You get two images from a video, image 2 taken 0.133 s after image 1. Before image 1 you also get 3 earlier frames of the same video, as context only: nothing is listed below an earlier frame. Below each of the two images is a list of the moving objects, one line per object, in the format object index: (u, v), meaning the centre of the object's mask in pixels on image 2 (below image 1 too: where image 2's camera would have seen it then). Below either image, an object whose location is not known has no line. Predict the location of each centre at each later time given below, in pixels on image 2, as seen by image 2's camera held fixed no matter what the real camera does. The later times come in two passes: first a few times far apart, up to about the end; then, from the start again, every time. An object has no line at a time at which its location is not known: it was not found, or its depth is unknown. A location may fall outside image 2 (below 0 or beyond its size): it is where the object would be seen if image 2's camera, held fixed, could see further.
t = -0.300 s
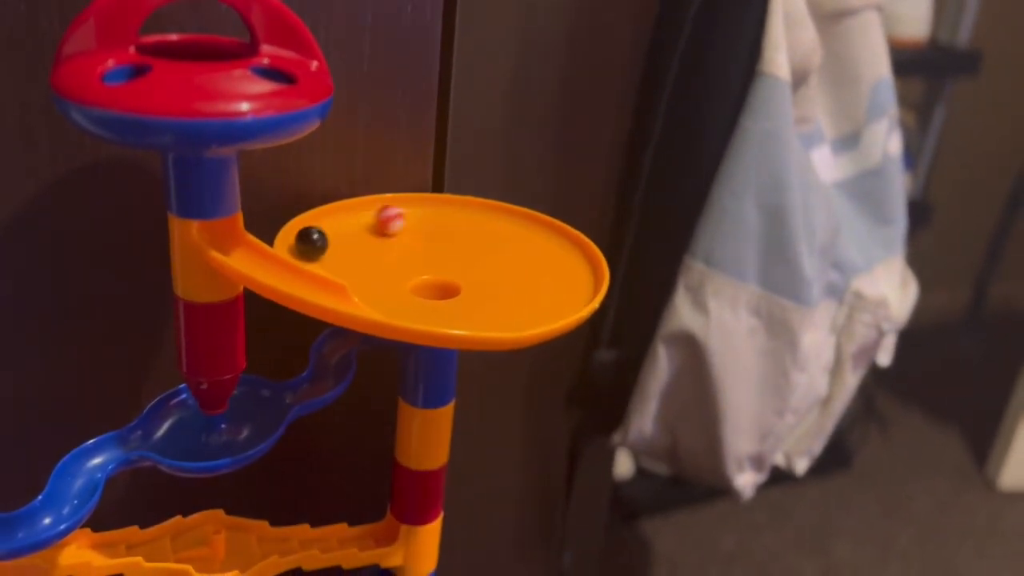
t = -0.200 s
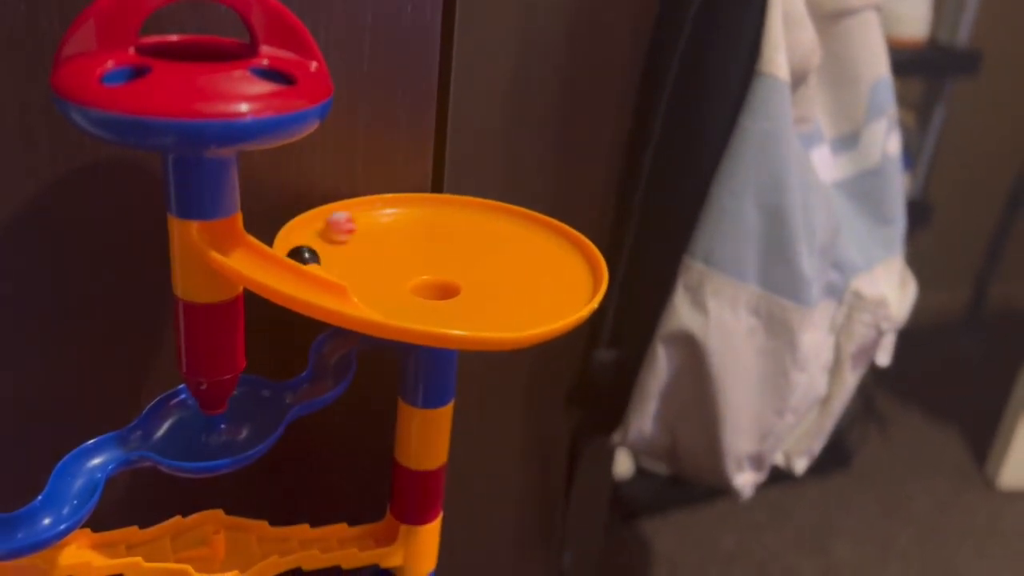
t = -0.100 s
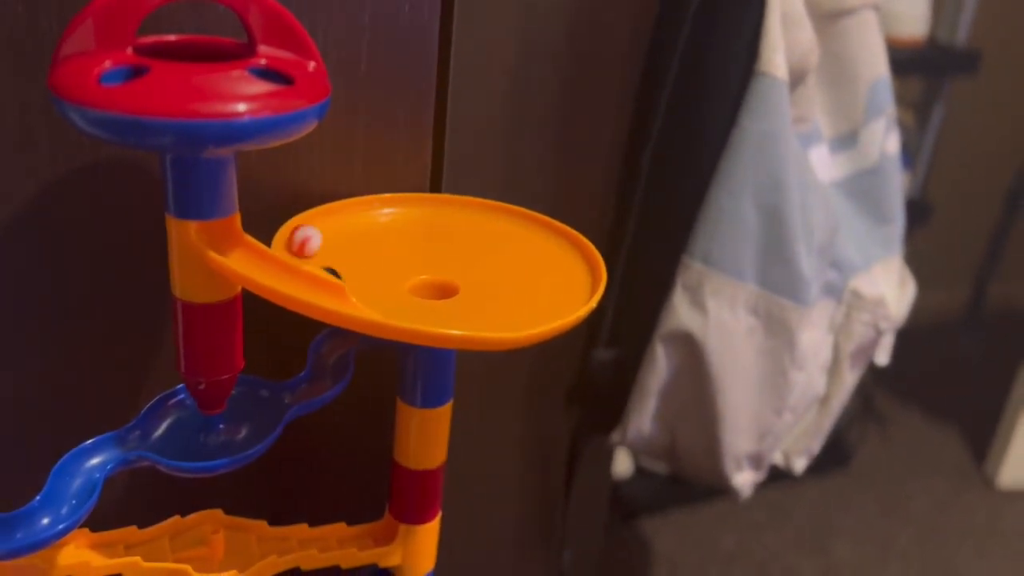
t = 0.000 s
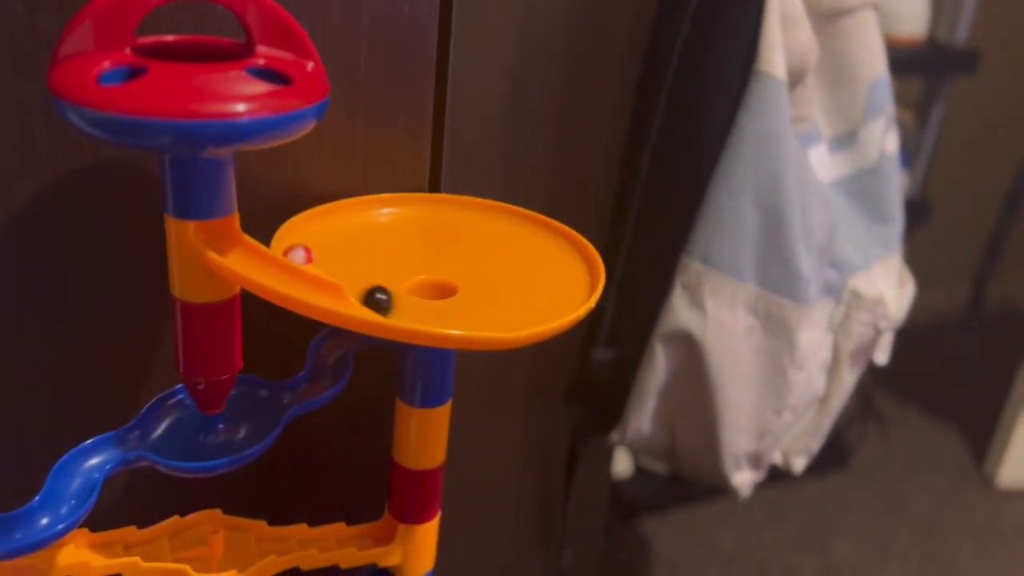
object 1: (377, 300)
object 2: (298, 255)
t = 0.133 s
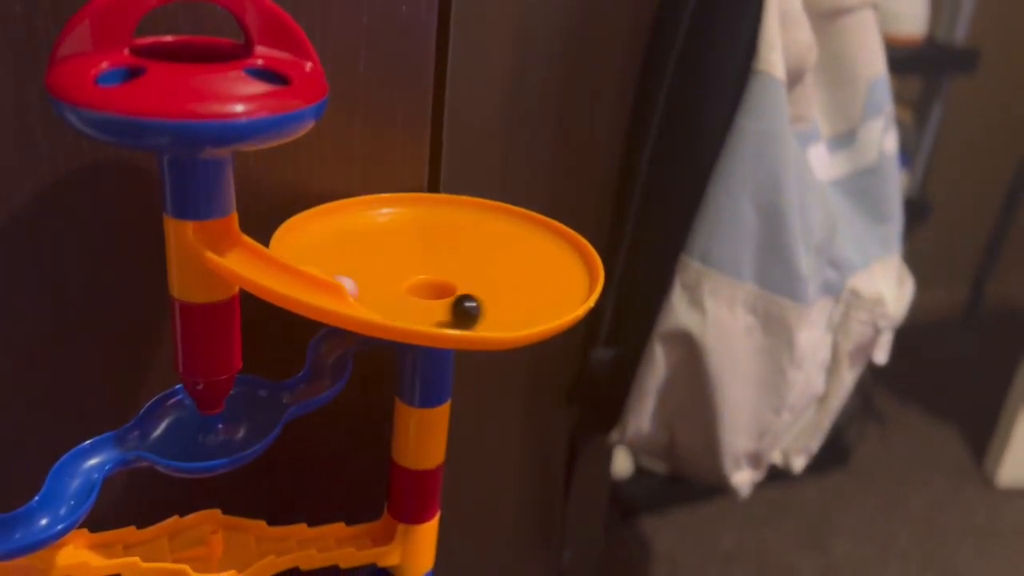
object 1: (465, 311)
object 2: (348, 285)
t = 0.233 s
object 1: (521, 304)
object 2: (405, 308)
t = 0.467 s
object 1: (544, 263)
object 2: (537, 300)
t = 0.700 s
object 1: (449, 237)
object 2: (529, 257)
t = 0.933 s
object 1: (329, 243)
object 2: (416, 235)
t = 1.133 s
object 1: (305, 258)
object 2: (322, 241)
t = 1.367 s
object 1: (409, 302)
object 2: (321, 266)
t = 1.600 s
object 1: (532, 283)
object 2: (448, 303)
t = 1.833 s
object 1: (531, 252)
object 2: (546, 277)
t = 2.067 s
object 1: (424, 249)
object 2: (517, 253)
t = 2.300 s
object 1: (324, 261)
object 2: (391, 256)
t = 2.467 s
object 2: (326, 260)
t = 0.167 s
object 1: (486, 310)
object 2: (363, 295)
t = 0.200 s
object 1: (504, 308)
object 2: (382, 302)
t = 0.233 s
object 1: (521, 304)
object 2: (405, 308)
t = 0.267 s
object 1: (535, 299)
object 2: (427, 309)
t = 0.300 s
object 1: (544, 293)
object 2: (452, 313)
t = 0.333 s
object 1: (551, 287)
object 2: (473, 313)
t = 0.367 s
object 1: (554, 281)
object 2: (493, 313)
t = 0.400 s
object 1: (553, 275)
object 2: (511, 309)
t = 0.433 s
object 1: (550, 269)
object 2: (526, 305)
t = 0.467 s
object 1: (544, 263)
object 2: (537, 300)
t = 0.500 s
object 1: (536, 258)
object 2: (546, 294)
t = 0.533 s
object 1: (526, 253)
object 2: (552, 288)
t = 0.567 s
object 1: (515, 248)
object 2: (552, 281)
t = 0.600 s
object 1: (500, 245)
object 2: (550, 275)
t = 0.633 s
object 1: (485, 241)
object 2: (545, 269)
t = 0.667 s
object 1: (468, 239)
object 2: (537, 262)
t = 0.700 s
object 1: (449, 237)
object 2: (529, 257)
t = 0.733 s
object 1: (430, 236)
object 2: (519, 252)
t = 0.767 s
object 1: (411, 235)
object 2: (504, 247)
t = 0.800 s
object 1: (391, 235)
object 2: (489, 243)
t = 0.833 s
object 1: (375, 235)
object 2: (473, 240)
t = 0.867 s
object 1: (358, 237)
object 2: (453, 238)
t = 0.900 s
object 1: (343, 239)
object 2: (435, 236)
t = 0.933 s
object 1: (329, 243)
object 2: (416, 235)
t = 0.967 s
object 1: (318, 246)
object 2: (398, 234)
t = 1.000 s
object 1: (309, 248)
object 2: (379, 234)
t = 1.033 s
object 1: (303, 250)
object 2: (361, 235)
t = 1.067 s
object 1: (300, 252)
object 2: (347, 236)
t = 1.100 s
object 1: (301, 255)
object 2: (332, 240)
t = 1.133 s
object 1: (305, 258)
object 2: (322, 241)
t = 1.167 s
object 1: (313, 262)
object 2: (312, 244)
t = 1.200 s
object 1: (326, 268)
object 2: (304, 249)
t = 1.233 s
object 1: (339, 276)
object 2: (300, 251)
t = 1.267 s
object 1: (353, 285)
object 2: (300, 254)
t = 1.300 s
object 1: (368, 293)
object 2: (302, 256)
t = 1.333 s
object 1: (388, 299)
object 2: (309, 261)
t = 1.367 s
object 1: (409, 302)
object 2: (321, 266)
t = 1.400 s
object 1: (431, 303)
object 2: (334, 274)
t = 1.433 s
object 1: (452, 302)
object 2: (350, 284)
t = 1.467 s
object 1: (473, 300)
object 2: (363, 290)
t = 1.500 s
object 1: (492, 297)
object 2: (384, 297)
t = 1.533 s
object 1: (508, 293)
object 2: (403, 302)
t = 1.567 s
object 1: (522, 288)
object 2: (426, 302)
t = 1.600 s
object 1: (532, 283)
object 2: (448, 303)
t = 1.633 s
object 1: (540, 278)
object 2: (469, 302)
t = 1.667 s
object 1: (545, 273)
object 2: (488, 300)
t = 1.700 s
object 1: (547, 268)
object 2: (506, 296)
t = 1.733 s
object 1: (546, 264)
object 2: (520, 292)
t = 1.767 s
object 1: (545, 258)
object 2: (532, 286)
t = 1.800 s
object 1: (539, 253)
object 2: (540, 281)
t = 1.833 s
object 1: (531, 252)
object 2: (546, 277)
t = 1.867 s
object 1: (521, 250)
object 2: (549, 272)
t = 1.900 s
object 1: (509, 249)
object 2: (549, 268)
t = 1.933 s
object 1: (495, 247)
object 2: (547, 263)
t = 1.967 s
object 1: (480, 247)
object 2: (545, 260)
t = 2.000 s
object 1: (462, 247)
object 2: (538, 256)
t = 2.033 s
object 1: (443, 248)
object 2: (529, 254)
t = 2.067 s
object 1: (424, 249)
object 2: (517, 253)
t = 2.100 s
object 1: (404, 251)
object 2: (505, 251)
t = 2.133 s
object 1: (384, 253)
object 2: (490, 251)
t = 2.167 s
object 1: (367, 255)
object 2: (471, 250)
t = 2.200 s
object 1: (352, 257)
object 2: (453, 251)
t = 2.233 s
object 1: (339, 260)
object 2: (431, 254)
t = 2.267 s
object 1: (330, 261)
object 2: (410, 255)
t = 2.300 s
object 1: (324, 261)
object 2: (391, 256)
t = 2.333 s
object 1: (319, 262)
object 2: (372, 257)
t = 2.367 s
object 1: (317, 263)
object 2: (357, 258)
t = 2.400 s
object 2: (343, 260)
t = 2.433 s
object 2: (333, 260)
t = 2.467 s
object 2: (326, 260)
